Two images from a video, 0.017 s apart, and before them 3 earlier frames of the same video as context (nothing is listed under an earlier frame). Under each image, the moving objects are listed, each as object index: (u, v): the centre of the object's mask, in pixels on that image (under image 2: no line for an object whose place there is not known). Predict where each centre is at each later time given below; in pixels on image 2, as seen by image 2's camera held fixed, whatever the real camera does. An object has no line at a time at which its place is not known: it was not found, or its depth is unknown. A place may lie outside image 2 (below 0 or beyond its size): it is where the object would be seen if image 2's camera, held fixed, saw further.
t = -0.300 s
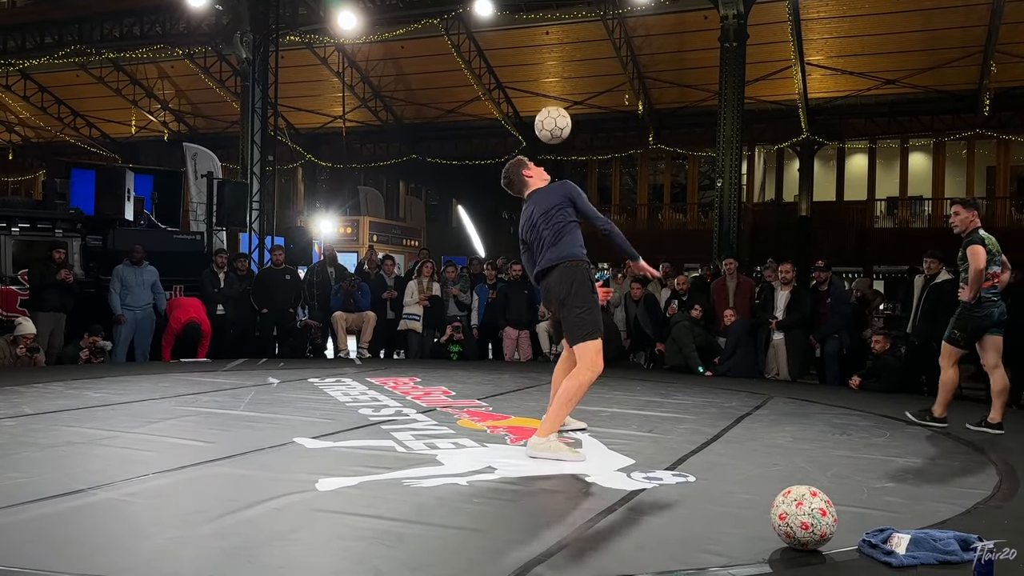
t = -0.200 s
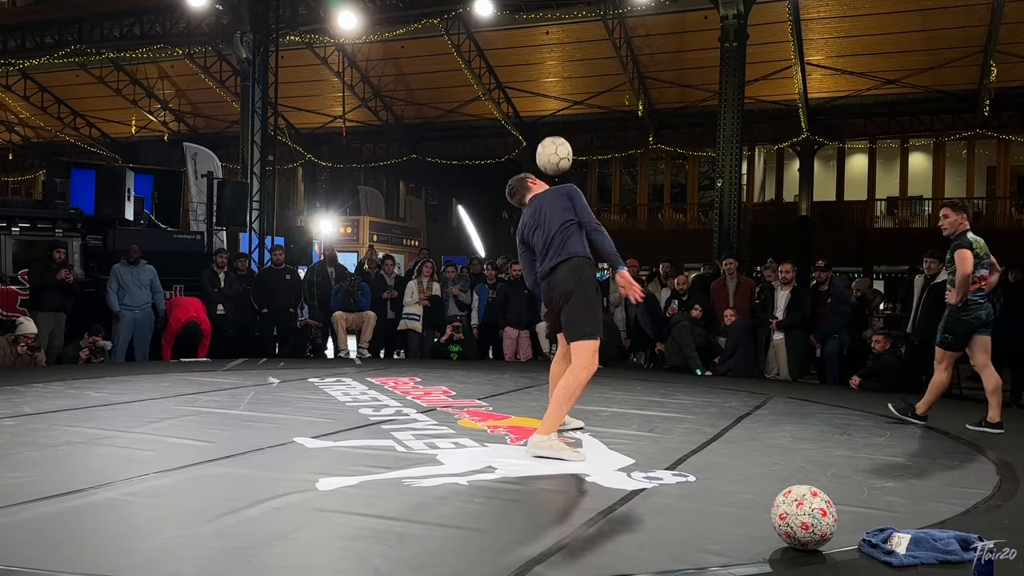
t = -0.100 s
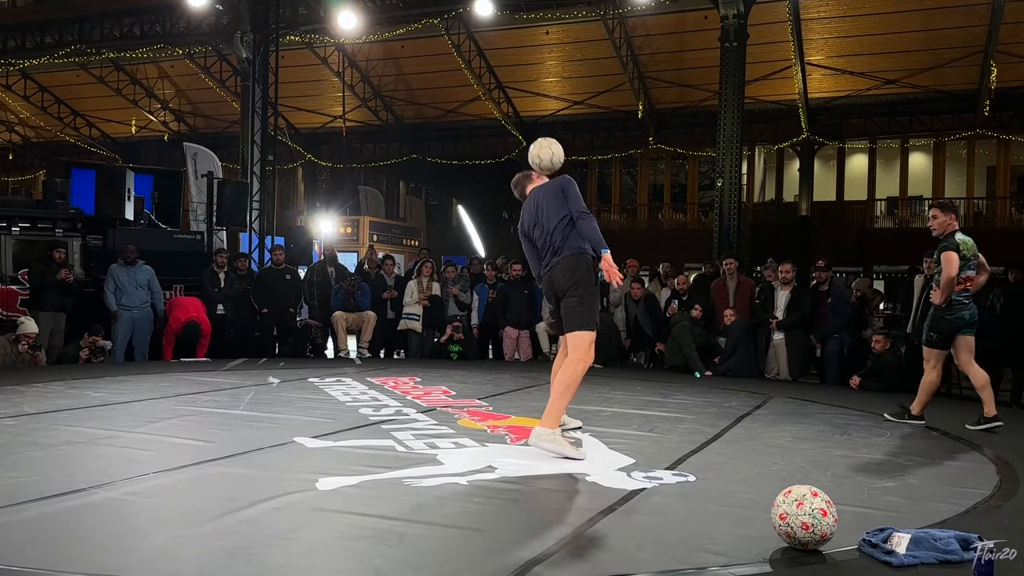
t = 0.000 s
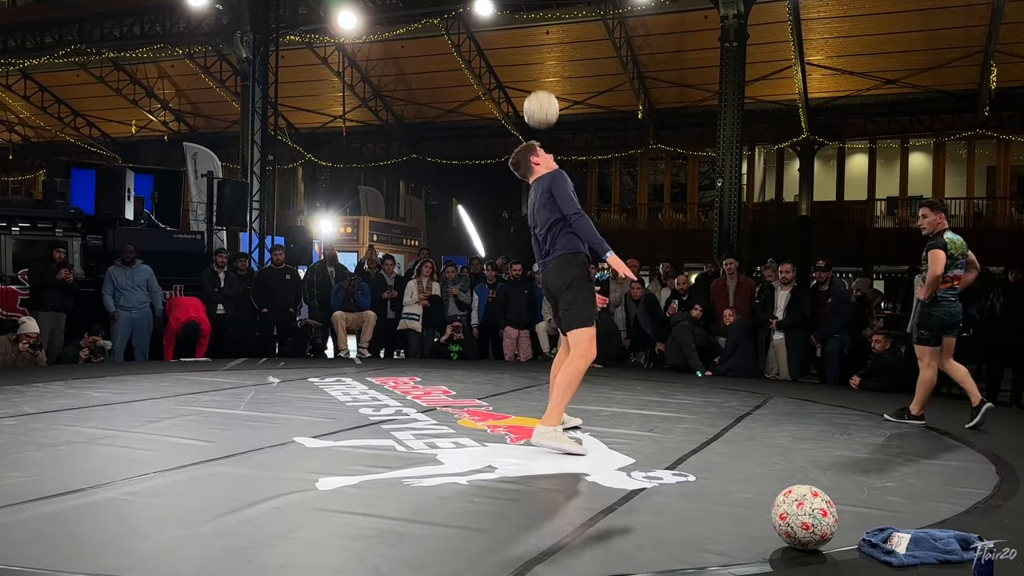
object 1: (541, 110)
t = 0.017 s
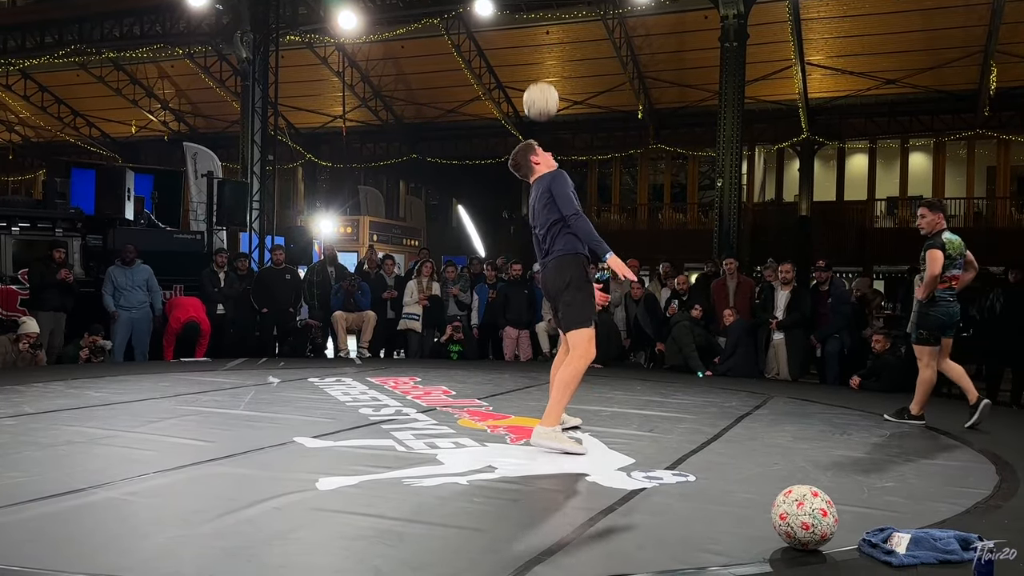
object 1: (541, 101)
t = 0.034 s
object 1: (540, 93)
